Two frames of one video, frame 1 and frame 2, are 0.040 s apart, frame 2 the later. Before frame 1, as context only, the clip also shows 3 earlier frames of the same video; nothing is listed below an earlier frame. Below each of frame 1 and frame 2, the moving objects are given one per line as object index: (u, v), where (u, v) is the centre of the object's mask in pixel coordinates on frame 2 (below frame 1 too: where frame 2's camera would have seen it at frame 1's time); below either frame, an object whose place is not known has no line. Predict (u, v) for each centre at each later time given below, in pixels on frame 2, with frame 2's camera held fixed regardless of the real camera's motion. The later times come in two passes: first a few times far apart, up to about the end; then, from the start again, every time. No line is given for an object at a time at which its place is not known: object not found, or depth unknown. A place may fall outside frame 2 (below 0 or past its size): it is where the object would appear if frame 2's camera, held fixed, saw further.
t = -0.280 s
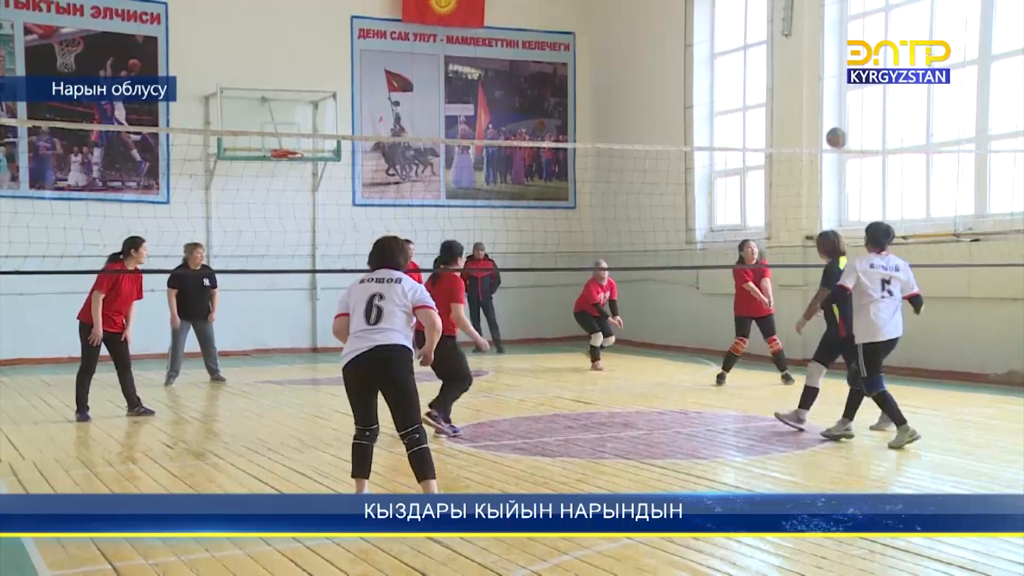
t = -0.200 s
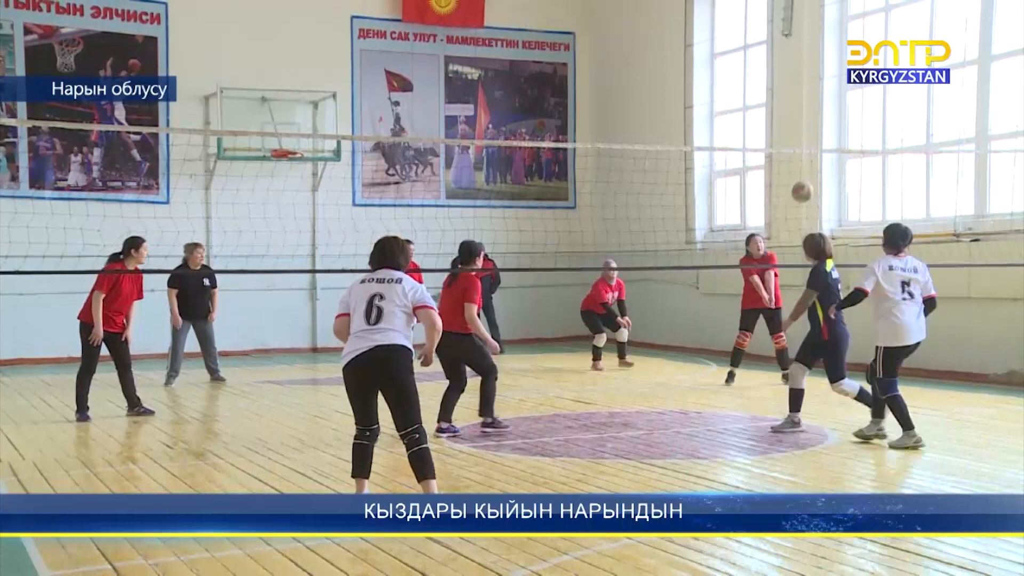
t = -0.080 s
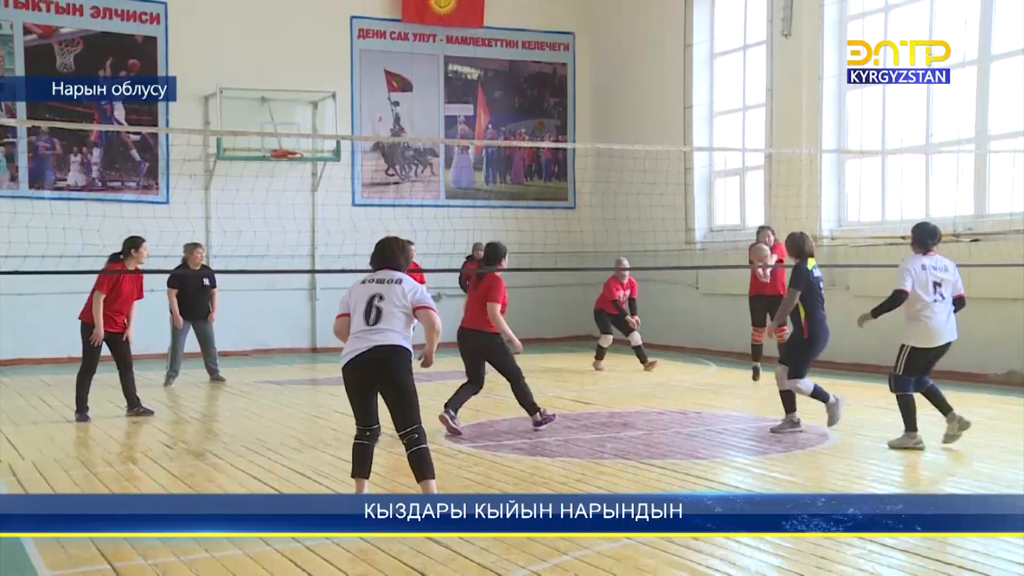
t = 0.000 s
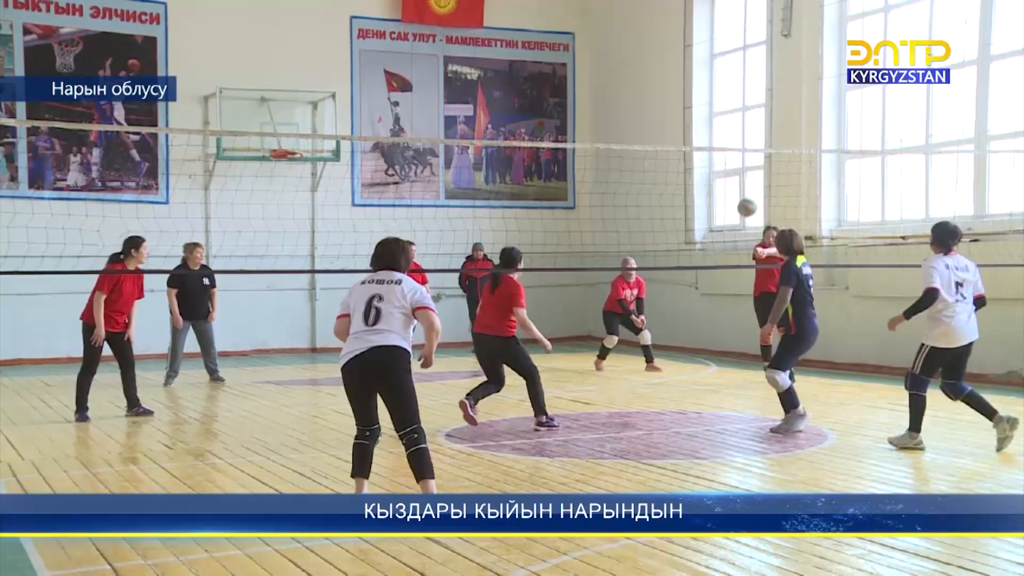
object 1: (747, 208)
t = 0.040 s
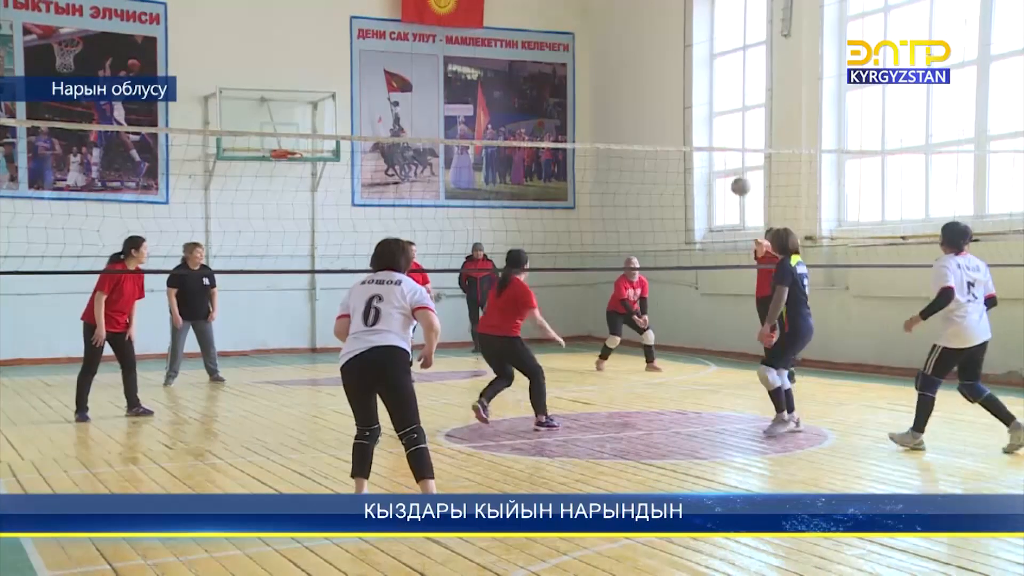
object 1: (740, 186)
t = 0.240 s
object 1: (710, 99)
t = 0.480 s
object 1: (671, 41)
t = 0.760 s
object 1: (623, 48)
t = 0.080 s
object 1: (733, 166)
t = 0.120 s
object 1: (728, 148)
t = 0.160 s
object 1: (722, 130)
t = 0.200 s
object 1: (716, 114)
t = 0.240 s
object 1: (710, 99)
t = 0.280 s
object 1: (703, 86)
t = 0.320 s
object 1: (697, 74)
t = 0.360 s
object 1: (691, 63)
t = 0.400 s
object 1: (684, 55)
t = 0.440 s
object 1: (678, 48)
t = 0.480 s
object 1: (671, 41)
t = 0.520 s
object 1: (664, 38)
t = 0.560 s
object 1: (657, 35)
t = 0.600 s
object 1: (651, 34)
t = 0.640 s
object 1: (644, 35)
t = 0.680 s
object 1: (637, 38)
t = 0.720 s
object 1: (630, 42)
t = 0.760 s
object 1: (623, 48)
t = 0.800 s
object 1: (616, 55)
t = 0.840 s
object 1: (608, 64)
